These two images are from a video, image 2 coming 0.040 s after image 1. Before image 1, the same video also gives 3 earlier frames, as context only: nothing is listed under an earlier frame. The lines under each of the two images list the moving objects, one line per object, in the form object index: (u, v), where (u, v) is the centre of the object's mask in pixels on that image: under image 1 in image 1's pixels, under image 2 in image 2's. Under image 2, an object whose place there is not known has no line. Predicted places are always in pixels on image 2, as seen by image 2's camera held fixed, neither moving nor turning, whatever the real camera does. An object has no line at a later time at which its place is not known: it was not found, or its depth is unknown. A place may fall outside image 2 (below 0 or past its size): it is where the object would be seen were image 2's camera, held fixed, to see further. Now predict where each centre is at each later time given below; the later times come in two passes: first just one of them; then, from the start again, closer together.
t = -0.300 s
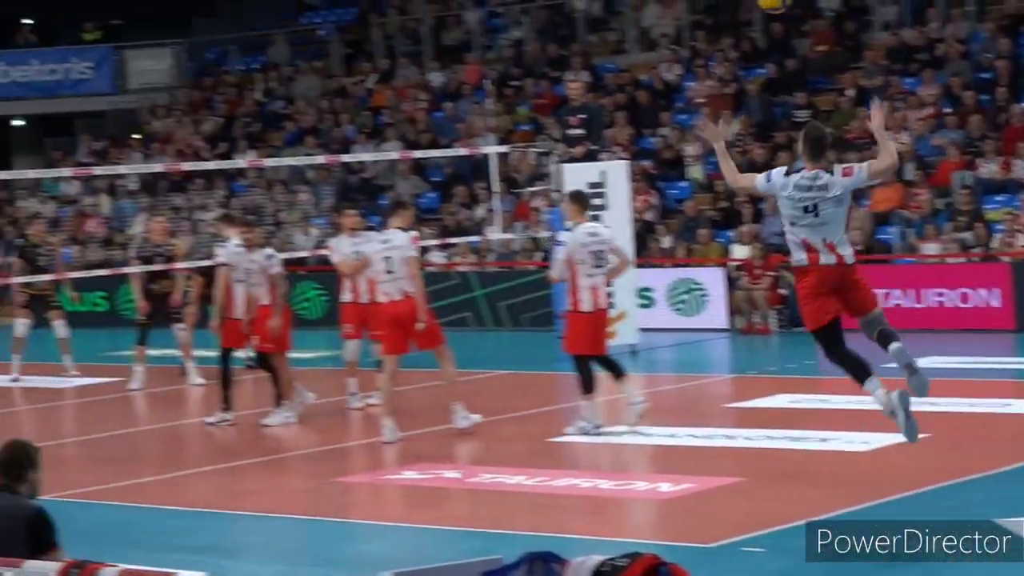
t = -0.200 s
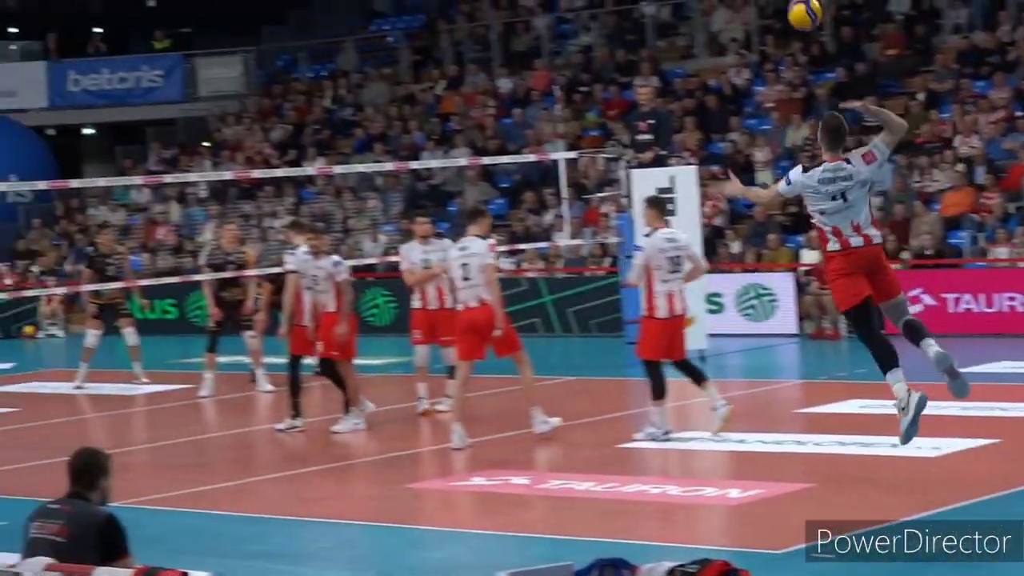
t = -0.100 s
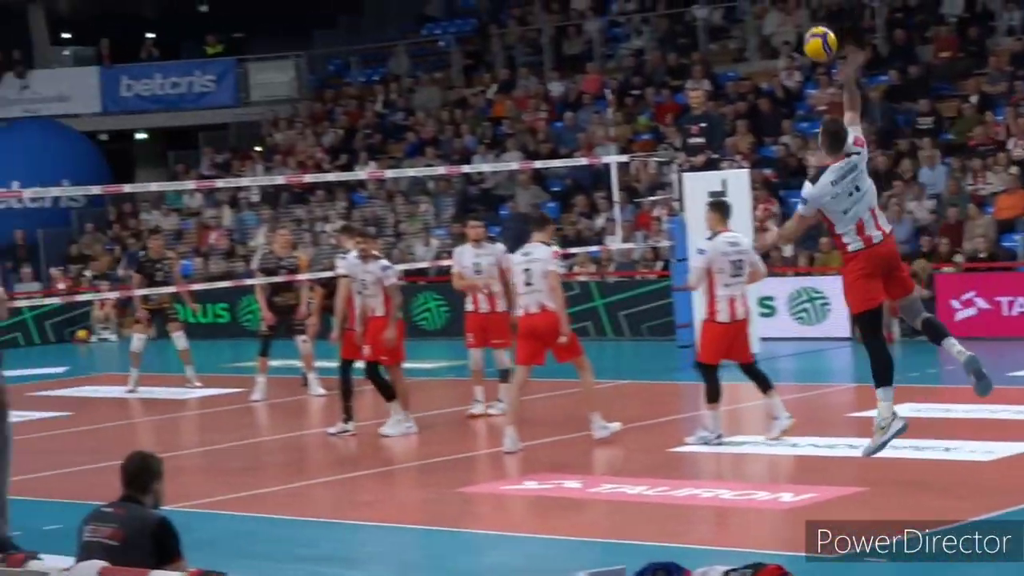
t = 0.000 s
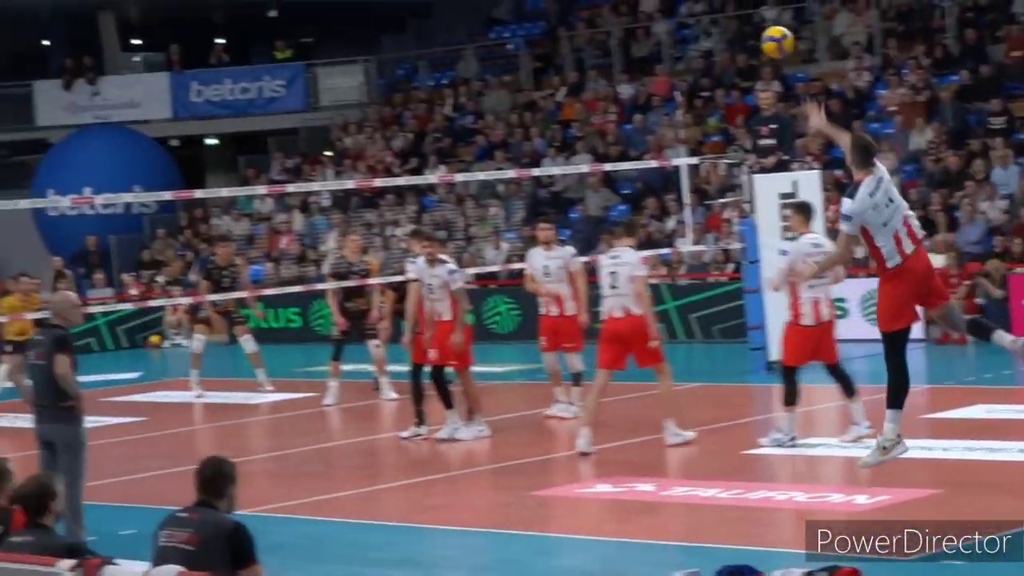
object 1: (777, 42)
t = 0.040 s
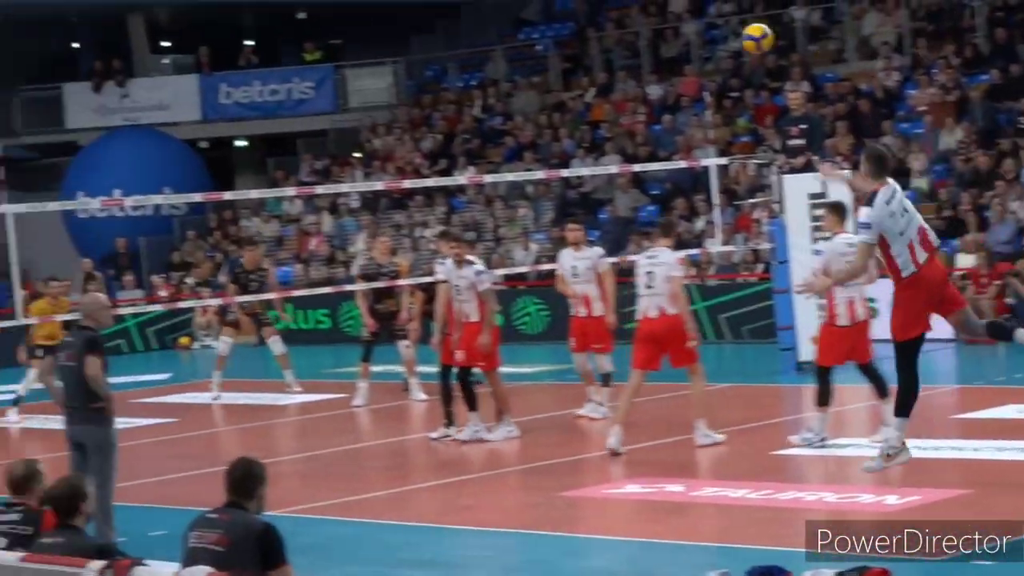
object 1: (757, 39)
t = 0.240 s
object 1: (574, 53)
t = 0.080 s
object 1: (713, 37)
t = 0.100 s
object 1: (693, 37)
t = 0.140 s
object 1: (655, 39)
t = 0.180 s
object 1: (620, 44)
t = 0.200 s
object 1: (604, 46)
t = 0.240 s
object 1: (574, 53)
